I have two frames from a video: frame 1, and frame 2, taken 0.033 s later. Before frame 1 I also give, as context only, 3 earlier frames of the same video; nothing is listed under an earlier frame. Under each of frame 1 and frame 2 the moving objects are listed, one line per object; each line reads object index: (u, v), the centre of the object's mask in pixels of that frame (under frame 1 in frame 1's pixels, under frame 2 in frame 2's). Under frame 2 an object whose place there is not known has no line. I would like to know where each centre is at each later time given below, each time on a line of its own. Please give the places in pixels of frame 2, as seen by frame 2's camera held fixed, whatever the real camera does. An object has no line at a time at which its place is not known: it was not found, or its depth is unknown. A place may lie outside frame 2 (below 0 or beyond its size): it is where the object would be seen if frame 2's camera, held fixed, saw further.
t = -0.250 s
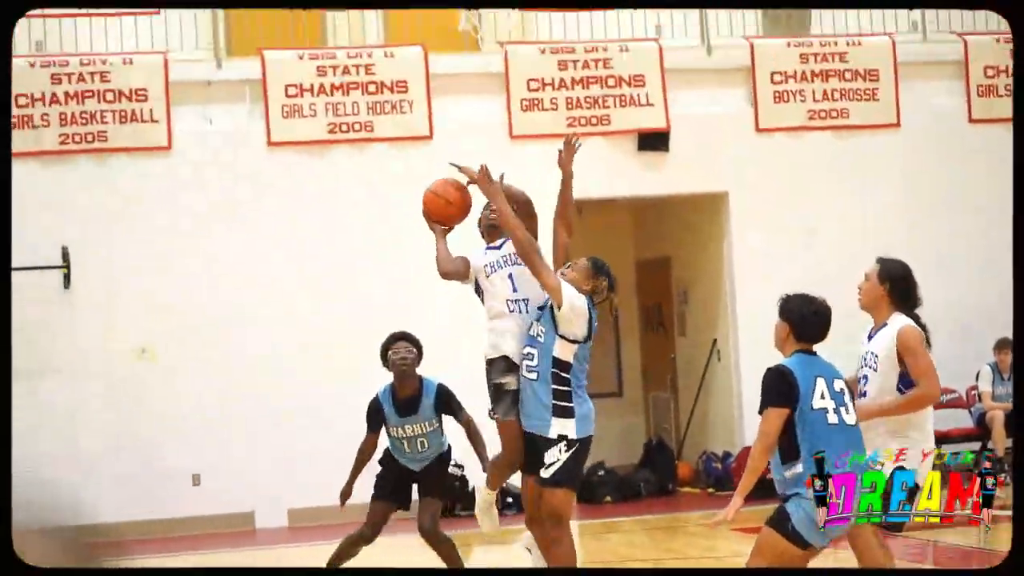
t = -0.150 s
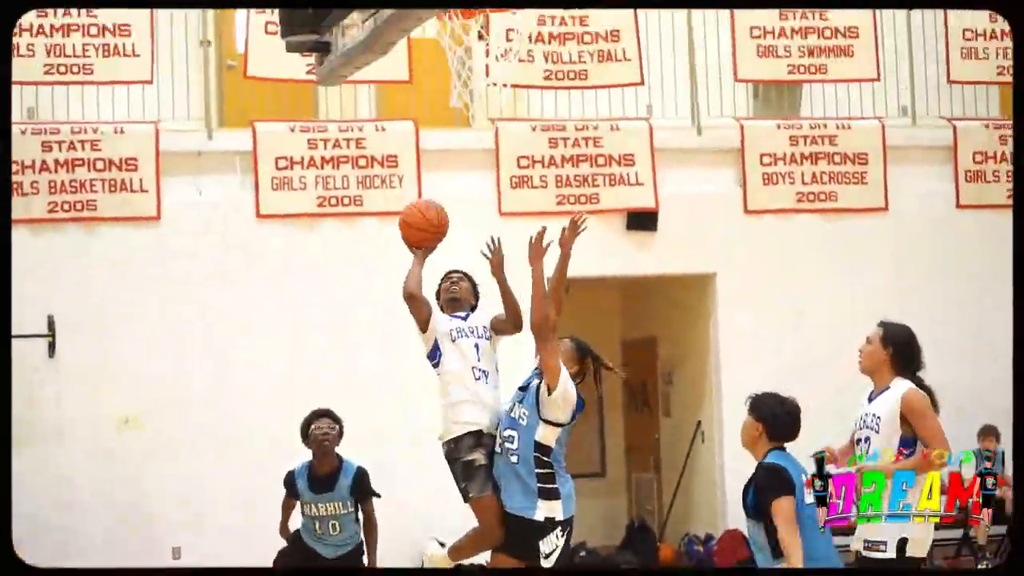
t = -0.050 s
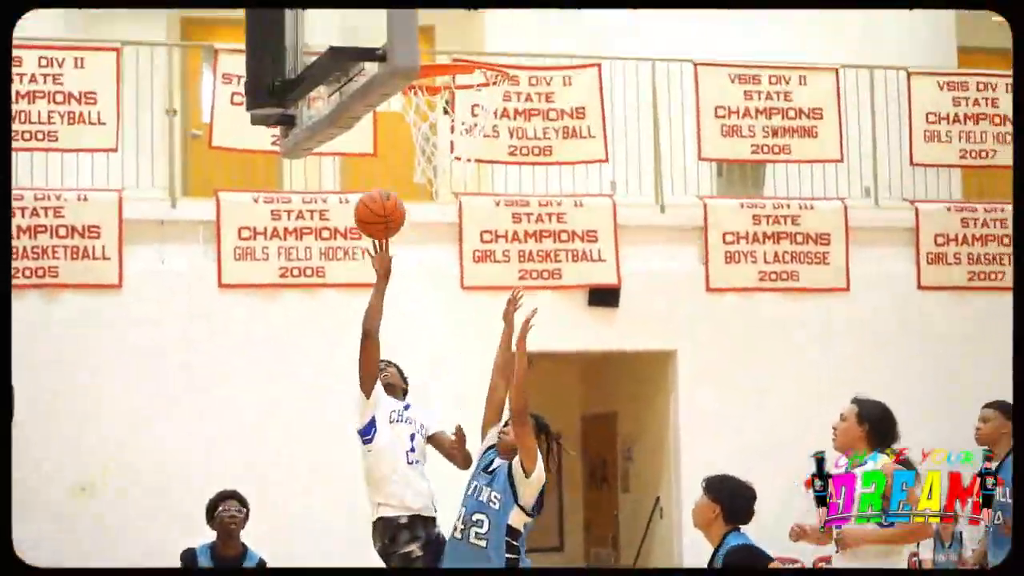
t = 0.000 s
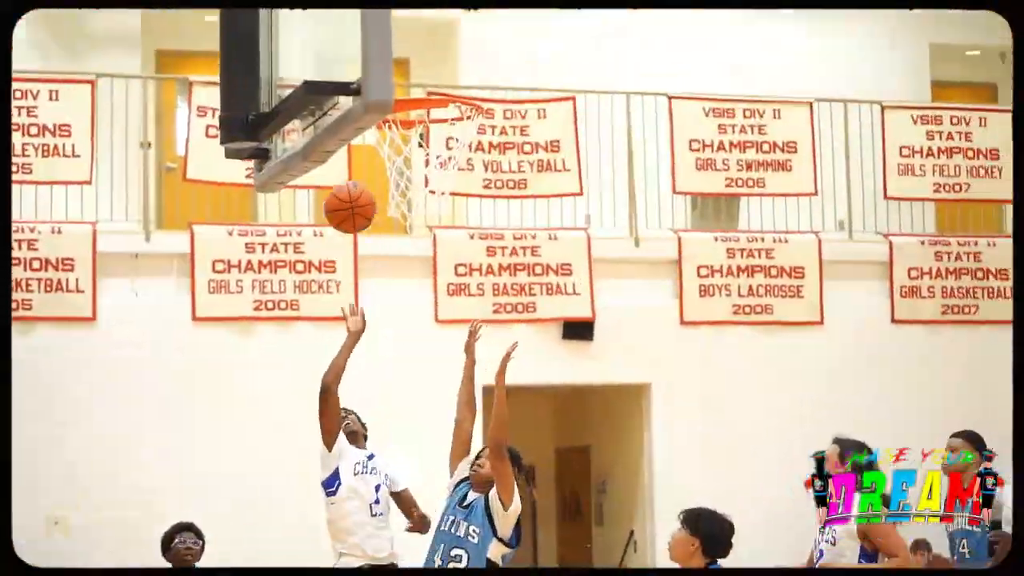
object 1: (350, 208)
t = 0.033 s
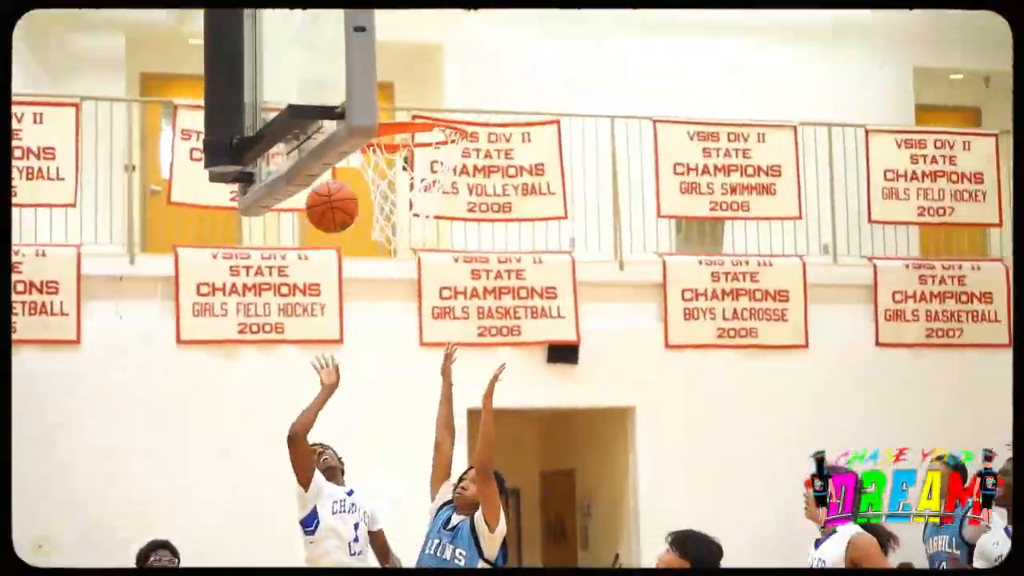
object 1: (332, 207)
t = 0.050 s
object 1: (333, 197)
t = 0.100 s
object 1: (342, 177)
